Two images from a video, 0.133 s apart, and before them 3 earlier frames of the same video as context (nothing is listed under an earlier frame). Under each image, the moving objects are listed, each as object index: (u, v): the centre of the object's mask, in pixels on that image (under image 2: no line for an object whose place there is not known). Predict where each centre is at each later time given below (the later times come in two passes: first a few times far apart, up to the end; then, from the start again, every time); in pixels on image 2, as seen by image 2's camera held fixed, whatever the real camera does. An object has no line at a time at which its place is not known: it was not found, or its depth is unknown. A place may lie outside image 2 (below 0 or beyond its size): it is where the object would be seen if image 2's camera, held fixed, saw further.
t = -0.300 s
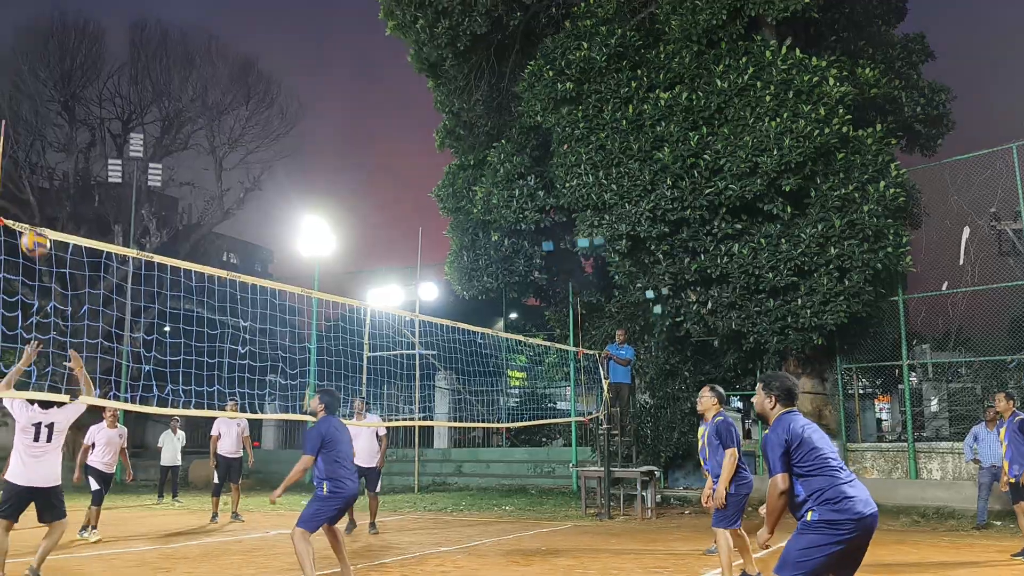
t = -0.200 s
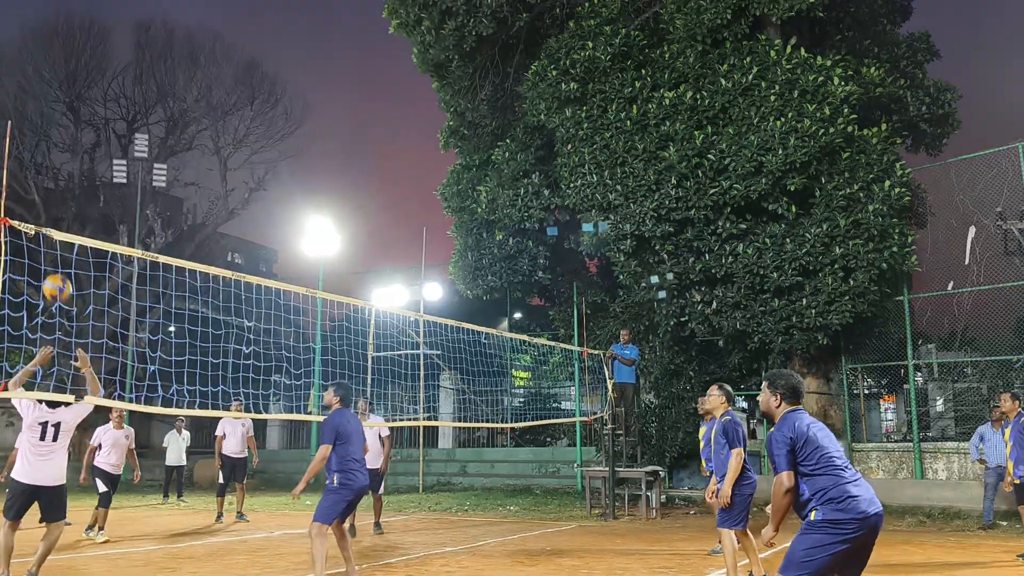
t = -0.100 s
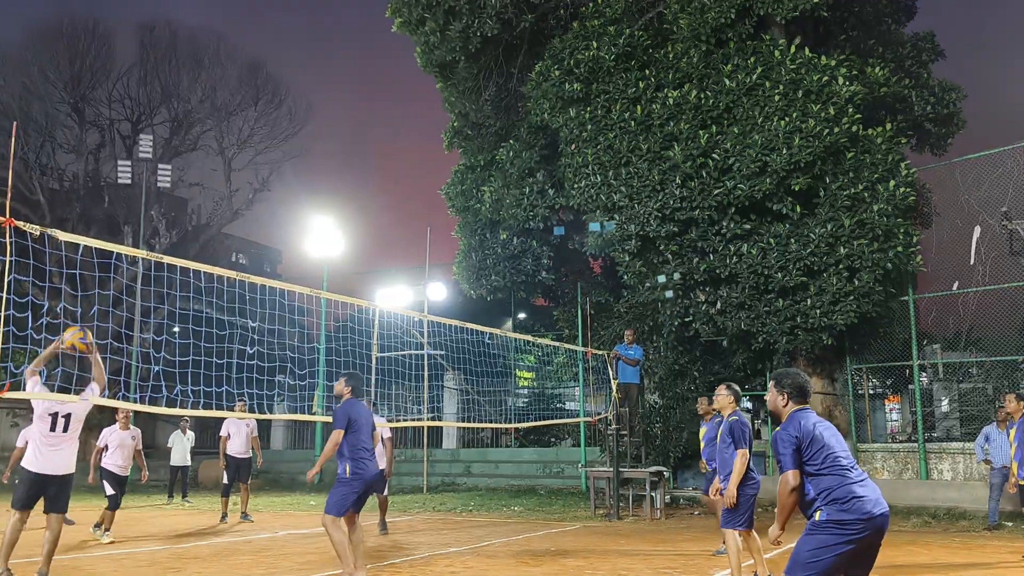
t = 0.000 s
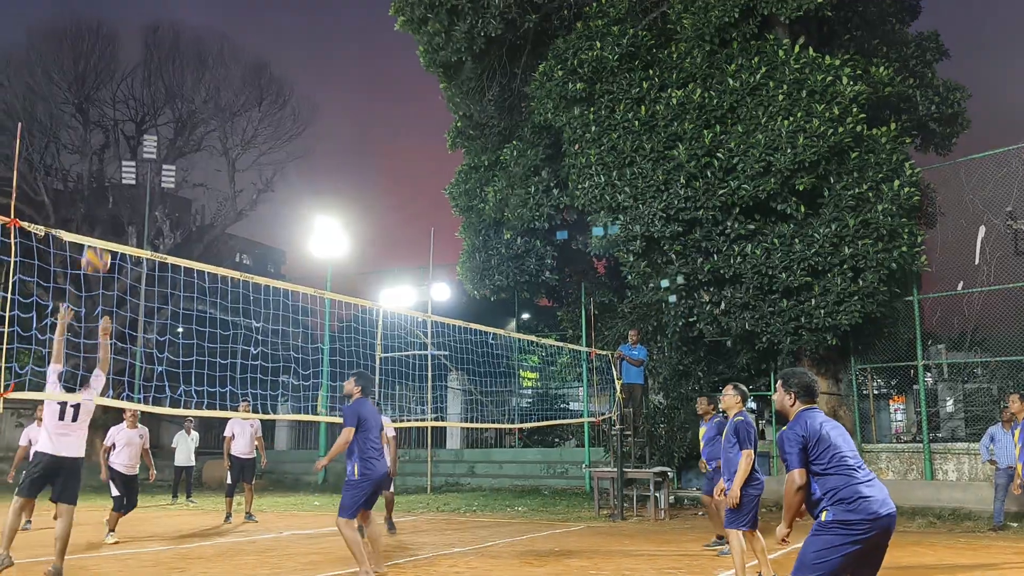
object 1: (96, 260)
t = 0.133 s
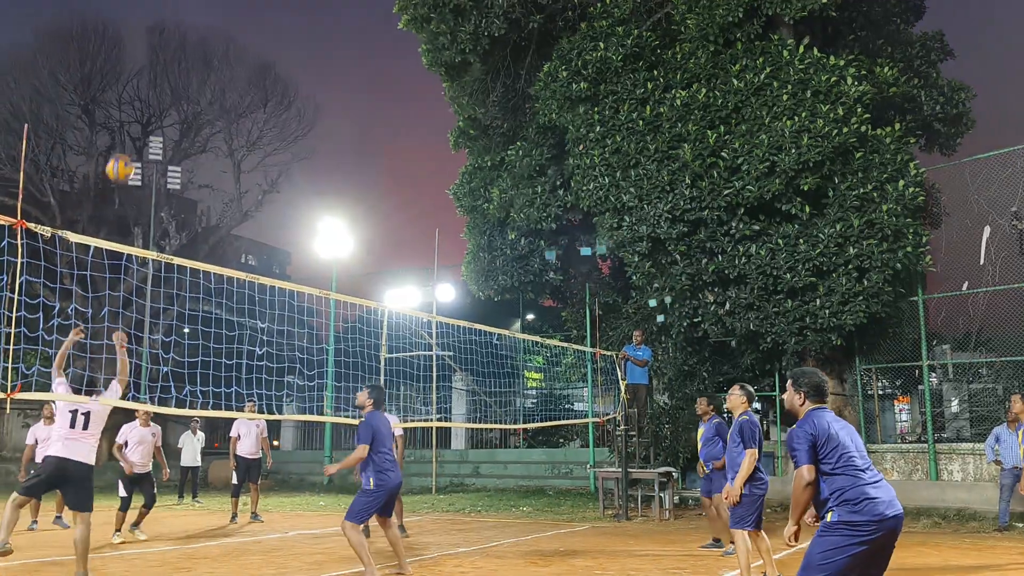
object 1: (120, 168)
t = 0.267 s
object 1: (135, 99)
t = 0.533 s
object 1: (159, 22)
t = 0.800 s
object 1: (176, 18)
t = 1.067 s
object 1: (188, 85)
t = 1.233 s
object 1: (194, 163)
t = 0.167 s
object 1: (124, 149)
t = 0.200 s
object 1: (128, 131)
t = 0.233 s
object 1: (132, 114)
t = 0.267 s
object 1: (135, 99)
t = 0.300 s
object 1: (139, 85)
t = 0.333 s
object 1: (142, 72)
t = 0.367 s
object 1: (145, 61)
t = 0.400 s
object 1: (148, 51)
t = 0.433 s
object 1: (151, 41)
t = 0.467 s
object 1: (154, 34)
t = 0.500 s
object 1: (157, 27)
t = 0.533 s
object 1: (159, 22)
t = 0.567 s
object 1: (161, 17)
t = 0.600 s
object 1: (163, 14)
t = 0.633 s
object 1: (166, 12)
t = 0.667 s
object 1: (168, 11)
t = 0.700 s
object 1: (170, 11)
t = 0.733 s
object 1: (172, 12)
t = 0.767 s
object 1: (174, 14)
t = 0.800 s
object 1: (176, 18)
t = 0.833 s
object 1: (178, 22)
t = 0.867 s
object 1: (179, 28)
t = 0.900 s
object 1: (181, 34)
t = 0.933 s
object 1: (182, 42)
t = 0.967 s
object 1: (184, 51)
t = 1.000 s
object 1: (185, 61)
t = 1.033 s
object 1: (187, 72)
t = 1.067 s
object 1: (188, 85)
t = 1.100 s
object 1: (189, 98)
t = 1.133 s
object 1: (191, 113)
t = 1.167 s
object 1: (192, 128)
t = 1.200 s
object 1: (193, 144)
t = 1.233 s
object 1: (194, 163)
